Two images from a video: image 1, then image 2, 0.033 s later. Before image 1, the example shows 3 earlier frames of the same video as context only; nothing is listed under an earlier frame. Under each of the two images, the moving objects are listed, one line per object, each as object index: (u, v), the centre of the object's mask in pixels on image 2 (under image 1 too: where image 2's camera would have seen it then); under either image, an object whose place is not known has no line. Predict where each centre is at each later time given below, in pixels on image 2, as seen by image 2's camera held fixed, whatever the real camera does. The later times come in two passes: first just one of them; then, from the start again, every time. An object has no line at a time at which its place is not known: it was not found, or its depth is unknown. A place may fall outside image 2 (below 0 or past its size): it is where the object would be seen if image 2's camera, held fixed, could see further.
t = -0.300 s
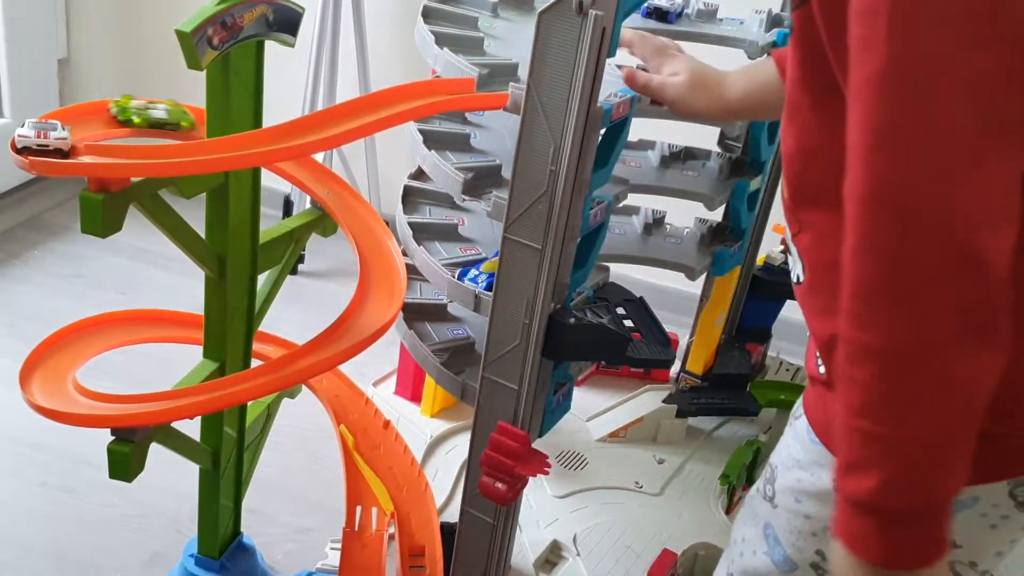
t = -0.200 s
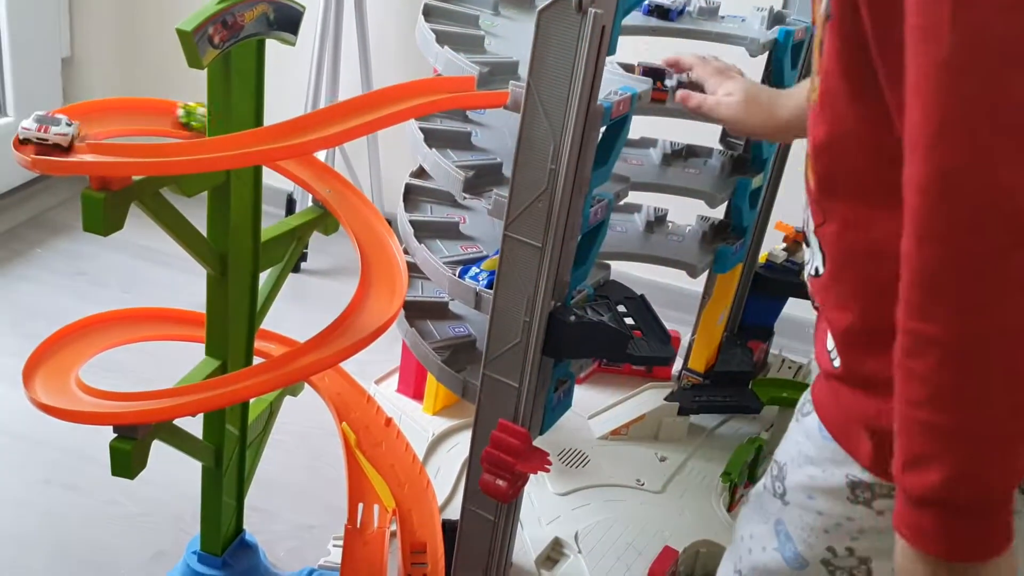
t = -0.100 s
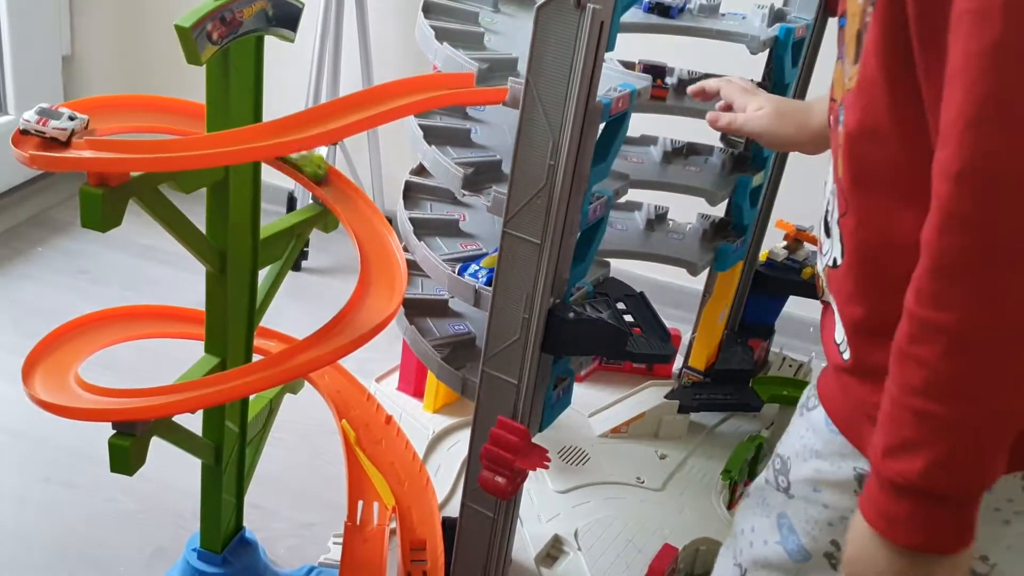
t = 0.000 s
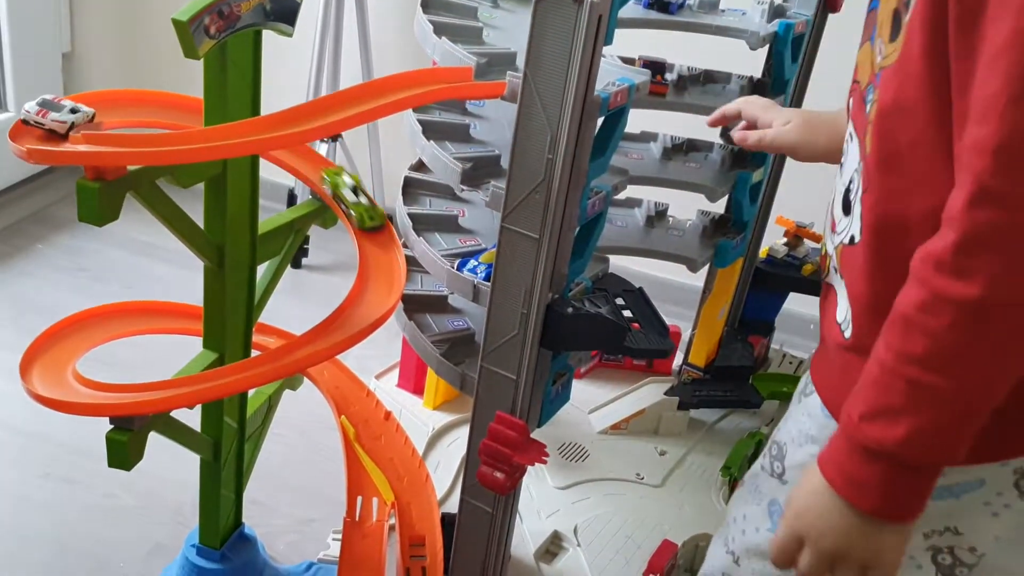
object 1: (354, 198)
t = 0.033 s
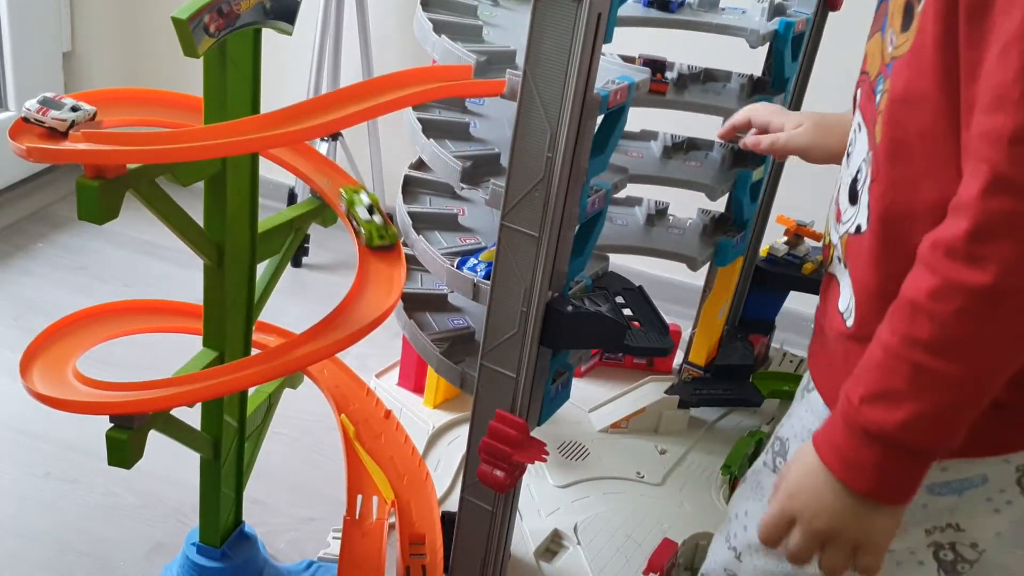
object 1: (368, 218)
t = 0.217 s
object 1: (358, 308)
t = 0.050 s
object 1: (373, 228)
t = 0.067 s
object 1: (378, 237)
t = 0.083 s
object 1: (382, 247)
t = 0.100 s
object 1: (383, 256)
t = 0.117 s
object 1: (383, 266)
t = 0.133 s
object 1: (382, 274)
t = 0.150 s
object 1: (379, 283)
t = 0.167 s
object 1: (376, 290)
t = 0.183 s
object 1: (371, 296)
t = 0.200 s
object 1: (365, 302)
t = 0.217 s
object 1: (358, 308)
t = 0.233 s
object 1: (350, 314)
